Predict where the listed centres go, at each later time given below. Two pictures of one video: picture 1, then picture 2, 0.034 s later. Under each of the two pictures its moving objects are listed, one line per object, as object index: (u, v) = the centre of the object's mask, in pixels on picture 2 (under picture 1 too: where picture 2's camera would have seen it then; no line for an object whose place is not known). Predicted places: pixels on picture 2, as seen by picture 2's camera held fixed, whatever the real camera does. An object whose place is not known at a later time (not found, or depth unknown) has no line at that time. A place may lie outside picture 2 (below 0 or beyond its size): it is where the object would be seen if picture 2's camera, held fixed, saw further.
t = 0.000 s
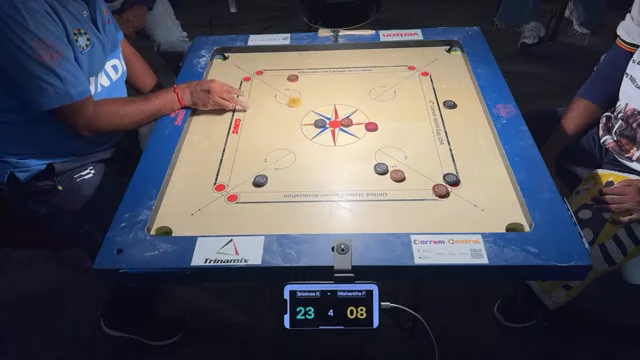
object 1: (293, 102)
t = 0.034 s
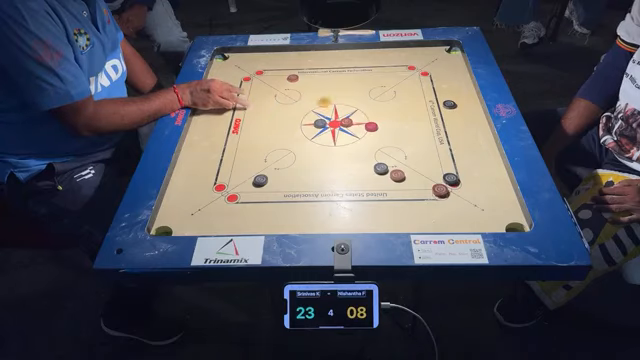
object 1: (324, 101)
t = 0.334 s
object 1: (427, 89)
